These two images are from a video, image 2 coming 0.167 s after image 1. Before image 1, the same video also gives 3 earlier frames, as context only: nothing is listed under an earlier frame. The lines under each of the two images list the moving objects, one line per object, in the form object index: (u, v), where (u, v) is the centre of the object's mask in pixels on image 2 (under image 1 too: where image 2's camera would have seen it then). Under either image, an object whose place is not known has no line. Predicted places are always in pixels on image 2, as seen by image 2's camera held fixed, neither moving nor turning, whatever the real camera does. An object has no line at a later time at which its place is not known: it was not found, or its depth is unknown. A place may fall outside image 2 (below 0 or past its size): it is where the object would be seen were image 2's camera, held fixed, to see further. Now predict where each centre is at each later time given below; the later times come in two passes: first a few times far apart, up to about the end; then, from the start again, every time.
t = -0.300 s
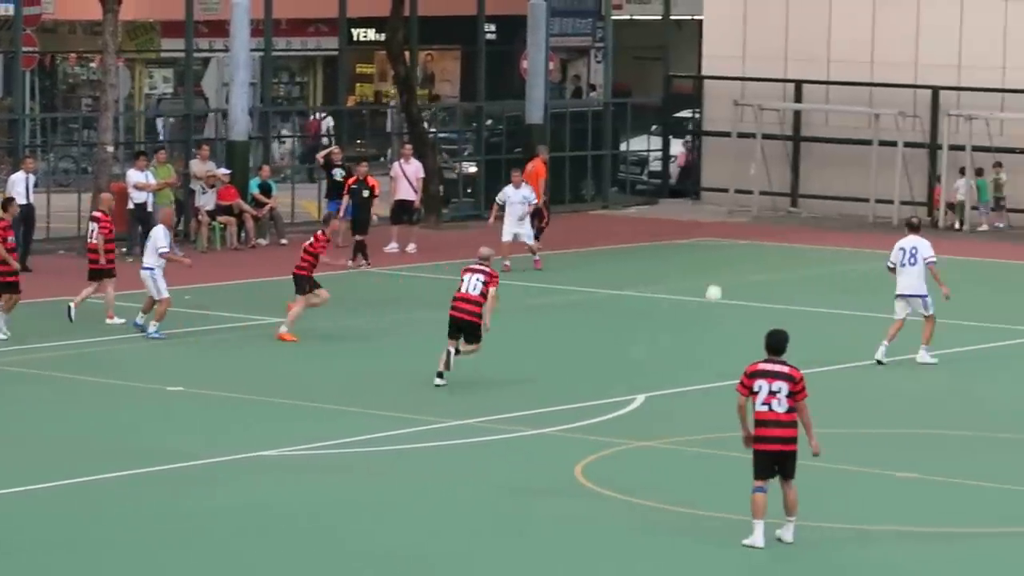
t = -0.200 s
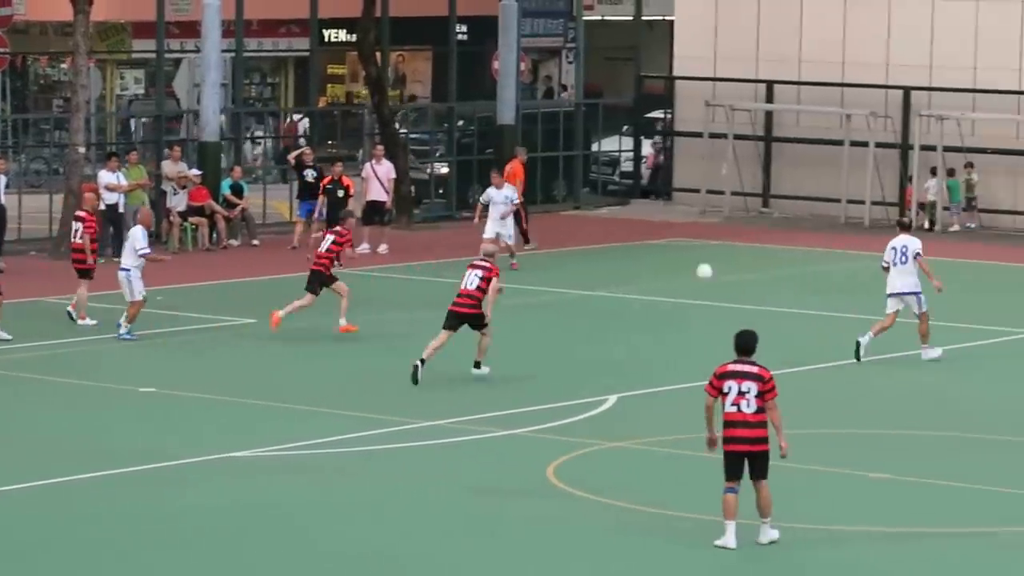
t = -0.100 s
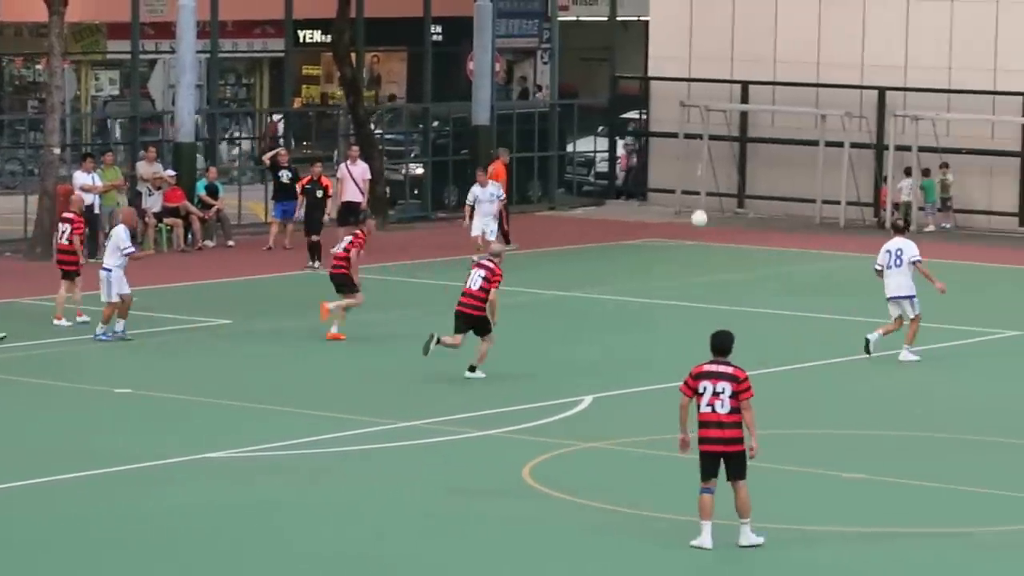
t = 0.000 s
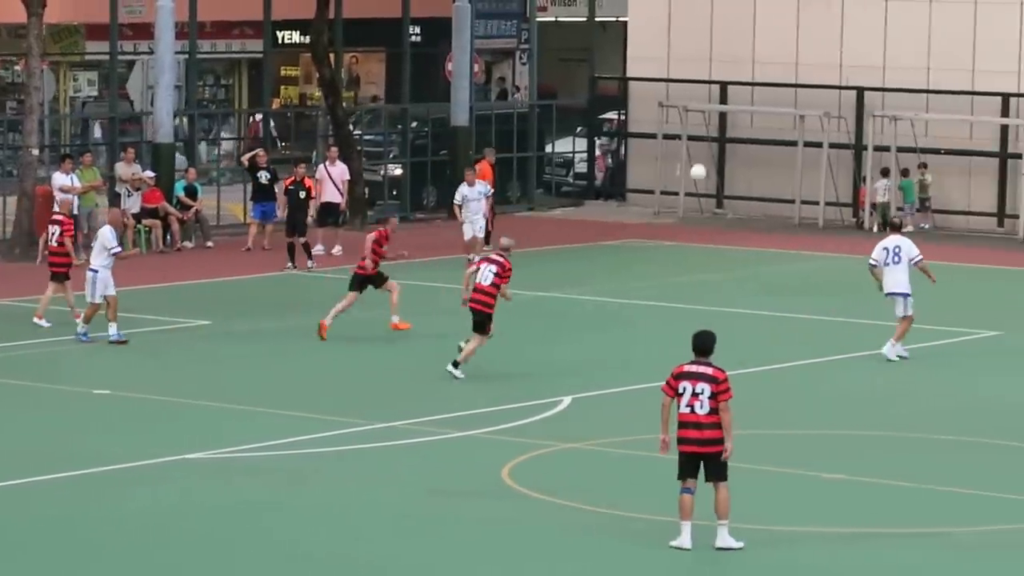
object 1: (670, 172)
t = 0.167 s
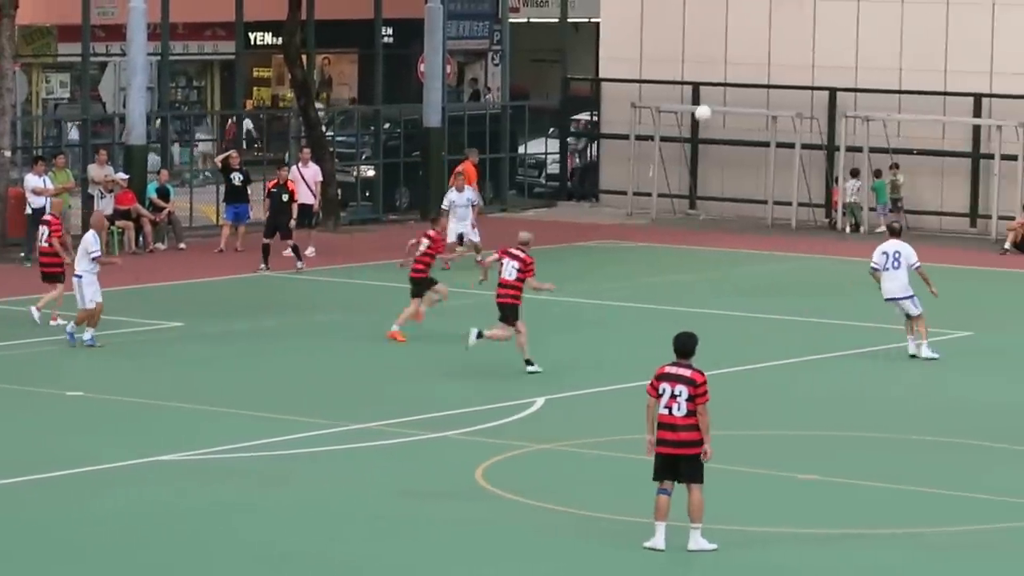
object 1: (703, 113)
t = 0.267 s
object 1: (722, 86)
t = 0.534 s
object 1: (774, 54)
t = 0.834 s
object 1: (829, 82)
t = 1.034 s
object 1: (865, 140)
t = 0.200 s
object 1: (710, 102)
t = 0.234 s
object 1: (716, 94)
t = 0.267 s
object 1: (722, 86)
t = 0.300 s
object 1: (728, 79)
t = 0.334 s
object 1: (735, 72)
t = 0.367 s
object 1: (741, 68)
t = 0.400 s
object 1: (748, 63)
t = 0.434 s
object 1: (754, 60)
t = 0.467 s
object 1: (761, 57)
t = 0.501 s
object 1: (767, 55)
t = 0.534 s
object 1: (774, 54)
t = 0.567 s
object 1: (779, 54)
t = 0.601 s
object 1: (786, 54)
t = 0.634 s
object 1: (792, 55)
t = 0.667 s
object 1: (798, 58)
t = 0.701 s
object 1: (803, 61)
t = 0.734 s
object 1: (810, 65)
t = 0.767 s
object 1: (817, 70)
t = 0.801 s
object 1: (823, 76)
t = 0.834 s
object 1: (829, 82)
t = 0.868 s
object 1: (835, 89)
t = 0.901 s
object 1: (841, 98)
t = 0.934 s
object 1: (847, 106)
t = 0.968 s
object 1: (853, 117)
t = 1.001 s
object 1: (859, 128)
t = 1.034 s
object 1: (865, 140)
